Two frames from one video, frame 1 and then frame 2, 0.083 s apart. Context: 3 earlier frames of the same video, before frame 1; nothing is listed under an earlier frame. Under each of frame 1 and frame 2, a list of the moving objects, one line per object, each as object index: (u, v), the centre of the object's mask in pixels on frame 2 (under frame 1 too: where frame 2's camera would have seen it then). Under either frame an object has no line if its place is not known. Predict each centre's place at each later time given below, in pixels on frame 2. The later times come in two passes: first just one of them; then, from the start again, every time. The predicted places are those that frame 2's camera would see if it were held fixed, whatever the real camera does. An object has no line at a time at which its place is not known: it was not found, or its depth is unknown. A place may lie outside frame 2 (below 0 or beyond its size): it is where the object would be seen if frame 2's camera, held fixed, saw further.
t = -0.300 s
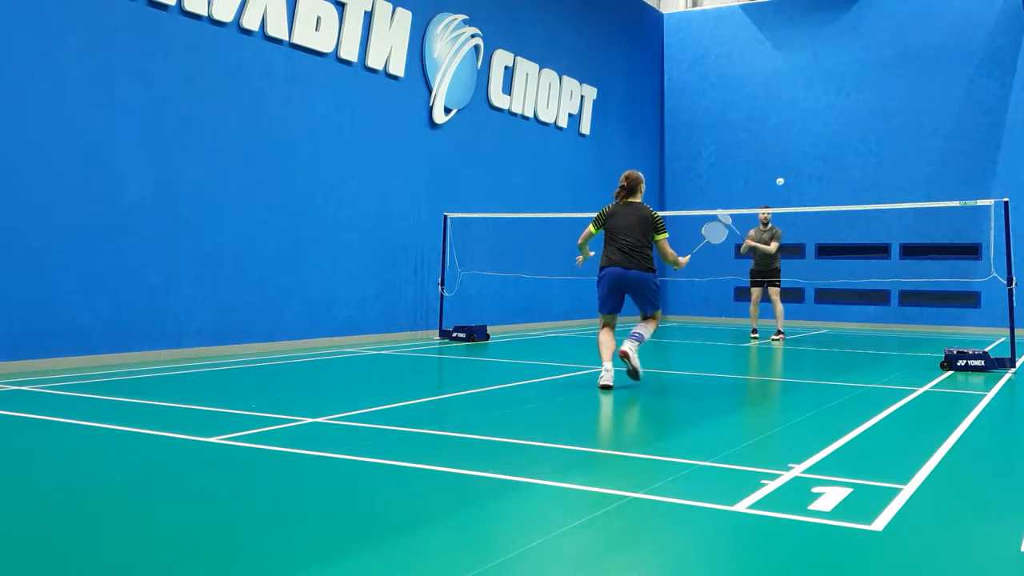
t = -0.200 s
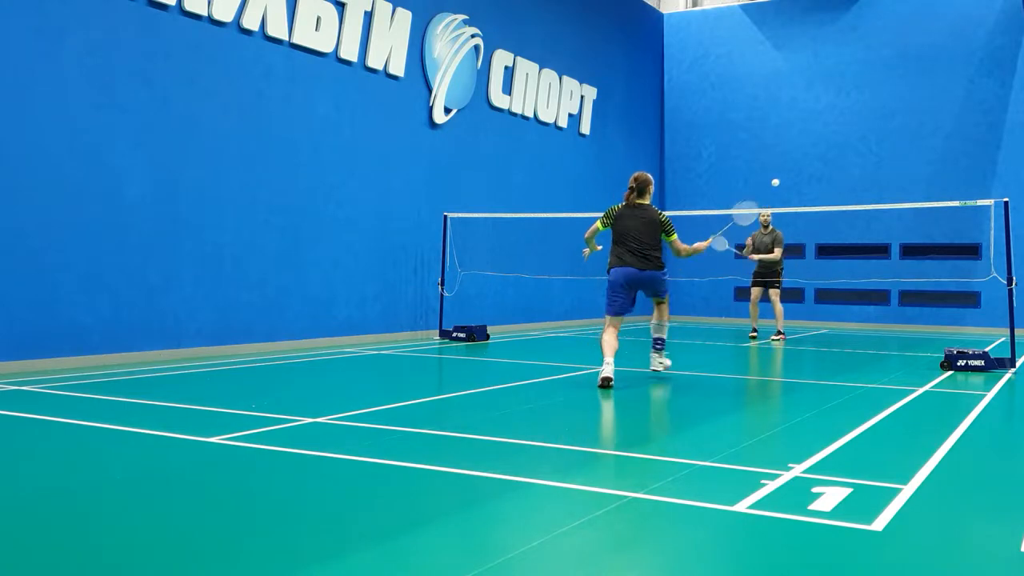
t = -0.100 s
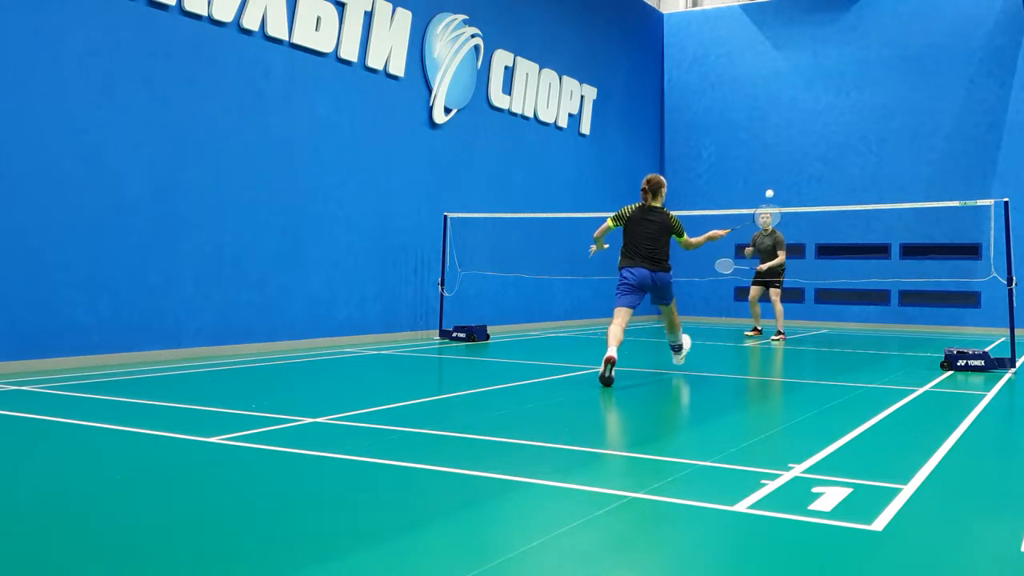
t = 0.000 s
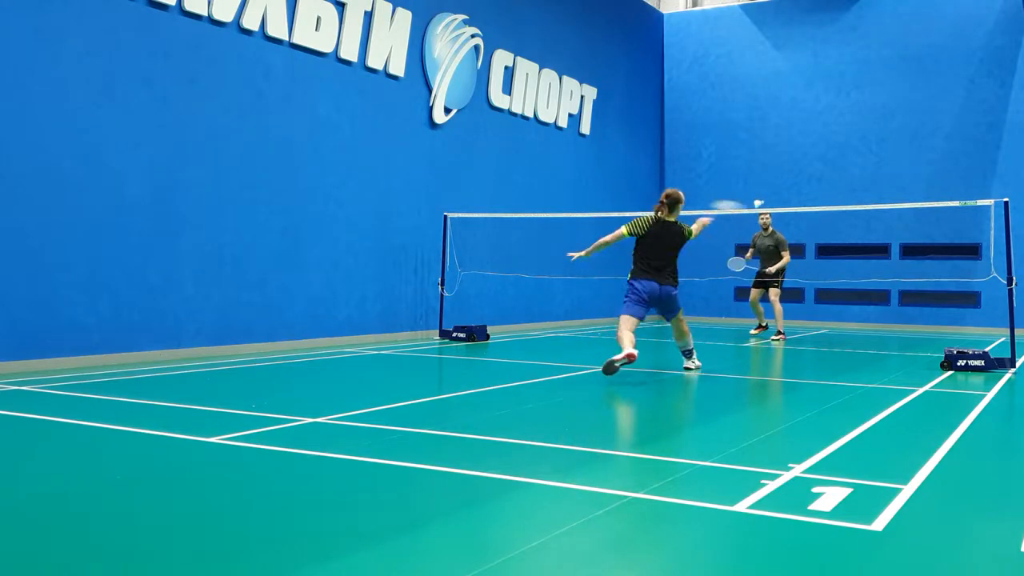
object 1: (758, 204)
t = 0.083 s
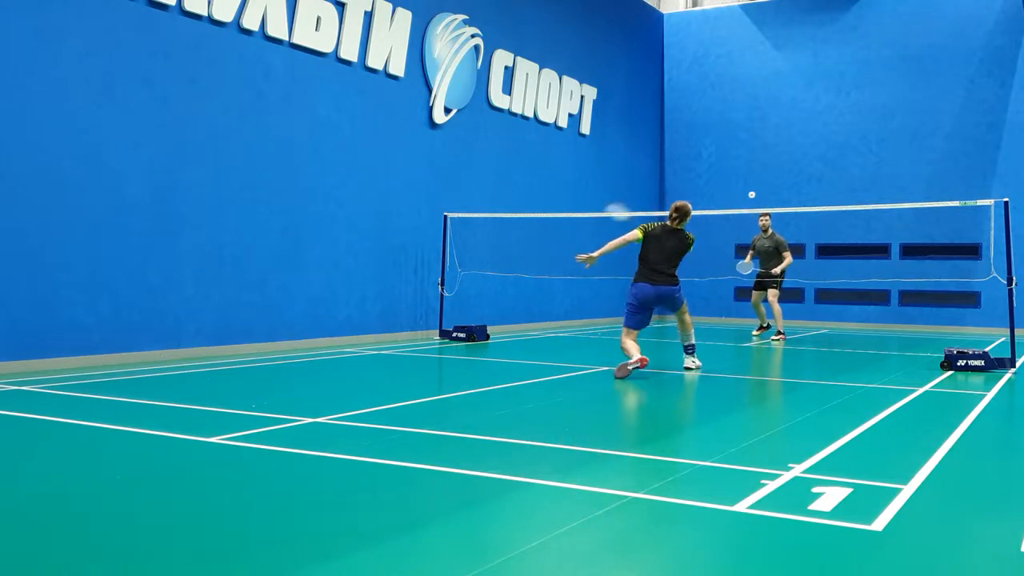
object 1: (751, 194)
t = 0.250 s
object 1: (740, 199)
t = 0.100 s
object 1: (750, 194)
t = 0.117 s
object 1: (749, 193)
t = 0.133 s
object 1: (747, 195)
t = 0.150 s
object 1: (746, 194)
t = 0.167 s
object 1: (745, 195)
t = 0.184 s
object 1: (744, 194)
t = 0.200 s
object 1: (743, 197)
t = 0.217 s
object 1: (742, 197)
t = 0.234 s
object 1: (741, 199)
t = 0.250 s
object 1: (740, 199)
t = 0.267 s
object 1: (739, 201)
